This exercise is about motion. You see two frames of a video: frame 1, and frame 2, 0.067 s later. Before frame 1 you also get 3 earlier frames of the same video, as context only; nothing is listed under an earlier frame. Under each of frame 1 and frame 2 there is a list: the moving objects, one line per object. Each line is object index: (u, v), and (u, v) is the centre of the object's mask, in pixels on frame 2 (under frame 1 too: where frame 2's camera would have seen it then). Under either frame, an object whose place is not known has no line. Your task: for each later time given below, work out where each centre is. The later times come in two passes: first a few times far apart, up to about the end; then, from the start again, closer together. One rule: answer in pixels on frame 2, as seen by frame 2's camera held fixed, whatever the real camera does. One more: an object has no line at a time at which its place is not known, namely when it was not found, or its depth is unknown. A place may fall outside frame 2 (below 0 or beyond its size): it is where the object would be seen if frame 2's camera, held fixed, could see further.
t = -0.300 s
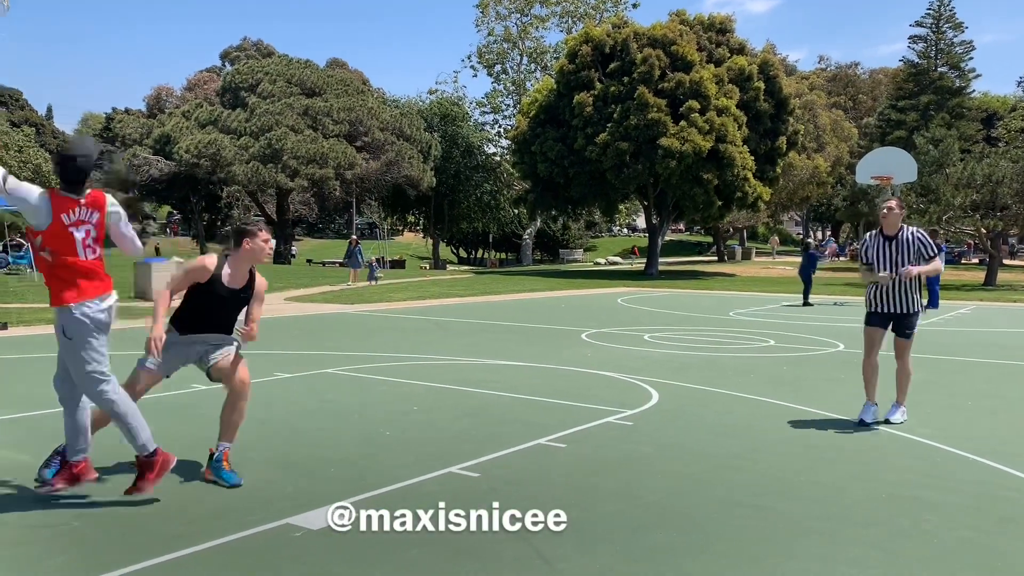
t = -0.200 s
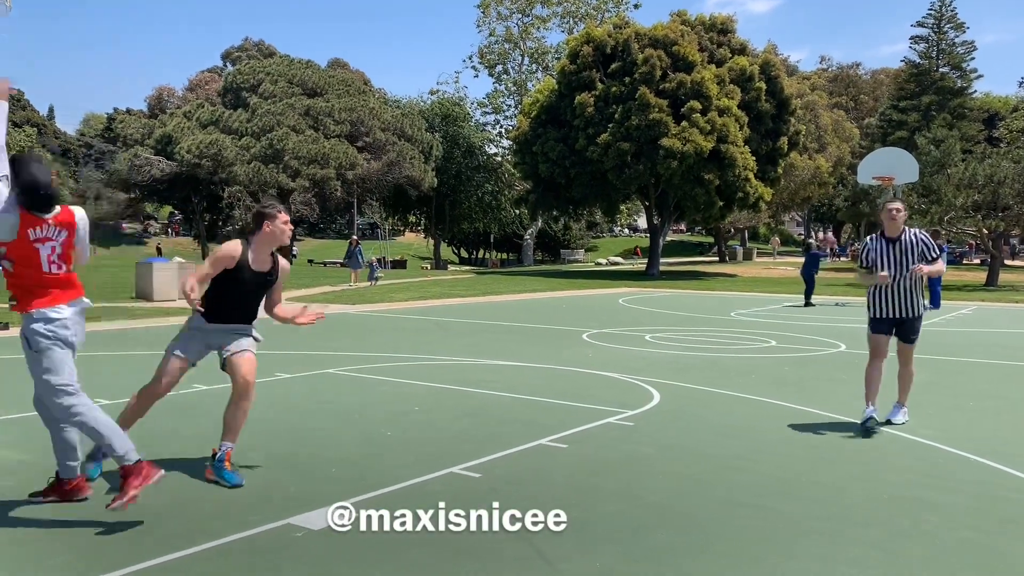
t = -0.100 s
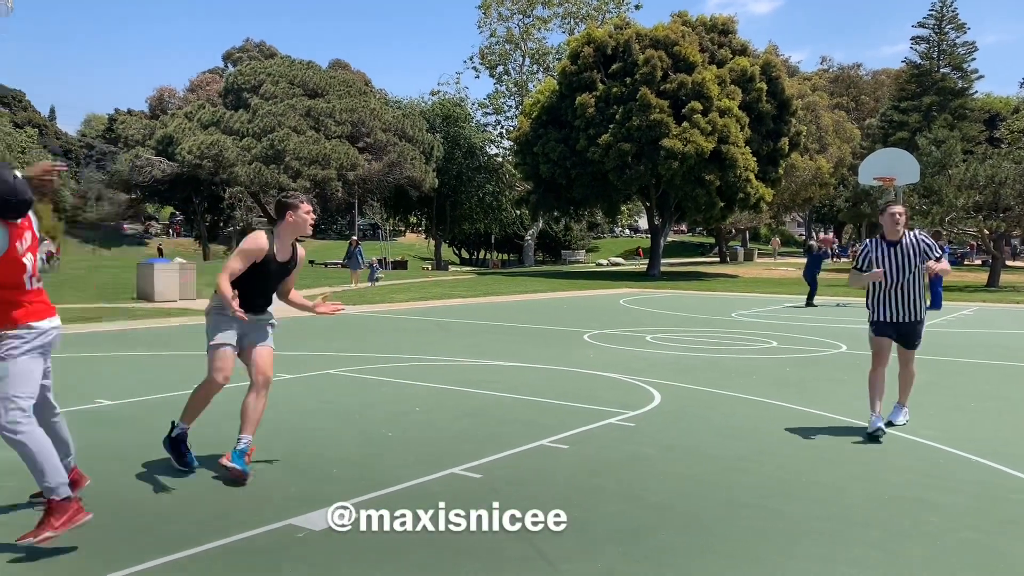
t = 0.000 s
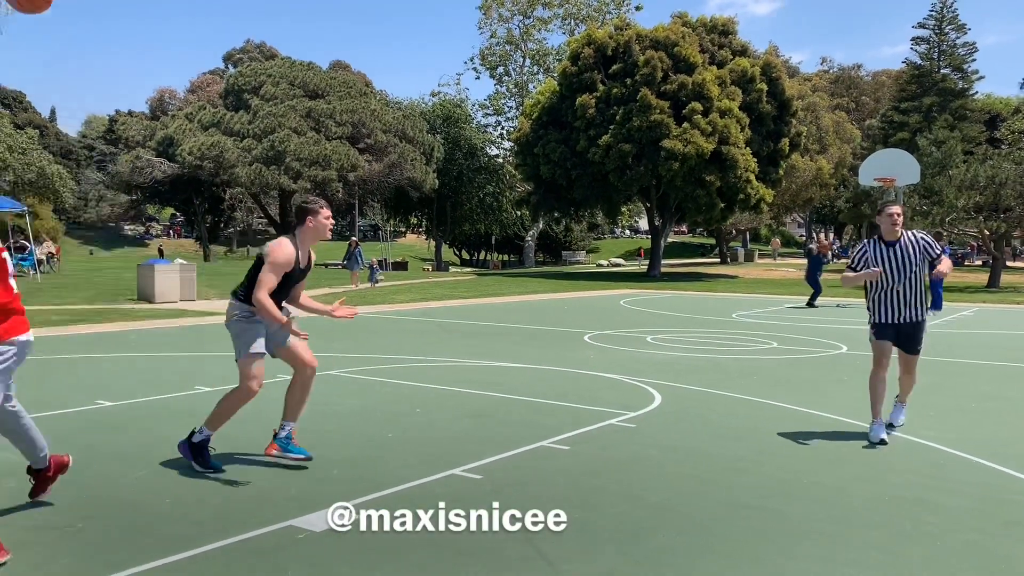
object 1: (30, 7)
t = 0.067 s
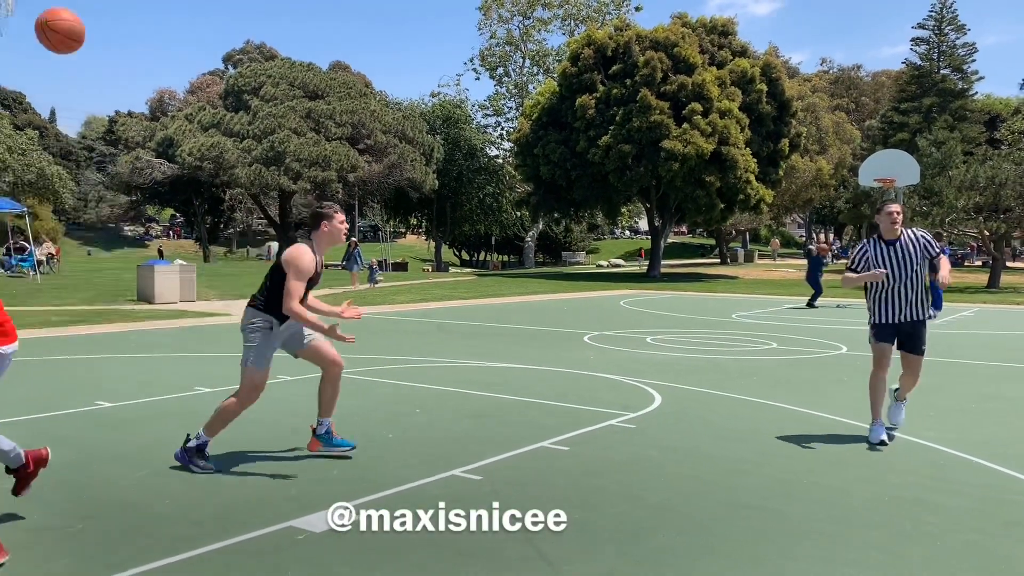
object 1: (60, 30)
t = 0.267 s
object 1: (145, 179)
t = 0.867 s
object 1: (280, 240)
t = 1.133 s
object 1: (309, 198)
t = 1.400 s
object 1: (344, 249)
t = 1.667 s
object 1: (365, 382)
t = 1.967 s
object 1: (399, 300)
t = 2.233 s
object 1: (426, 283)
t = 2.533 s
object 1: (453, 358)
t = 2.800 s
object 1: (476, 328)
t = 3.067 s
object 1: (498, 321)
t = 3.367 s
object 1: (519, 357)
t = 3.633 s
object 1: (538, 332)
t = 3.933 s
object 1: (556, 355)
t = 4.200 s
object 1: (573, 343)
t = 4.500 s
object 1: (590, 344)
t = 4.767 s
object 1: (604, 352)
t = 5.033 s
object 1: (617, 354)
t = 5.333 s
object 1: (631, 350)
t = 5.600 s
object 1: (644, 347)
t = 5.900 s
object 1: (657, 347)
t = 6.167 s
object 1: (669, 346)
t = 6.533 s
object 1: (684, 343)
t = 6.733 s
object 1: (692, 342)
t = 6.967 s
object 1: (701, 340)
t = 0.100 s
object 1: (75, 52)
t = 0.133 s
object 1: (90, 76)
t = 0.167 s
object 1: (105, 100)
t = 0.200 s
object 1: (119, 126)
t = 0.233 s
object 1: (132, 151)
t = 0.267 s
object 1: (145, 179)
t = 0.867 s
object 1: (280, 240)
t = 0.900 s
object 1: (284, 229)
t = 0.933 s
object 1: (288, 220)
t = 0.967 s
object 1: (292, 212)
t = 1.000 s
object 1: (296, 206)
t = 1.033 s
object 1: (301, 202)
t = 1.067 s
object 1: (304, 201)
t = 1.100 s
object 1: (307, 198)
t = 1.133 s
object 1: (309, 198)
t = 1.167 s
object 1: (312, 199)
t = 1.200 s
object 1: (322, 202)
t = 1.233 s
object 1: (324, 207)
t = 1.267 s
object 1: (329, 212)
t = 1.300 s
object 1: (333, 220)
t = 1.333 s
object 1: (336, 228)
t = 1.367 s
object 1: (340, 238)
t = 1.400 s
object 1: (344, 249)
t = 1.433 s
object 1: (348, 261)
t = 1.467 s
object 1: (348, 275)
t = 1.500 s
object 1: (351, 290)
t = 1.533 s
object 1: (353, 306)
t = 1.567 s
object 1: (356, 324)
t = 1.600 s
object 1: (359, 342)
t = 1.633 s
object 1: (362, 361)
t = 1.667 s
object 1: (365, 382)
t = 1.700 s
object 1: (368, 401)
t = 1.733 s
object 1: (372, 384)
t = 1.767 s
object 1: (376, 368)
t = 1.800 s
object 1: (379, 353)
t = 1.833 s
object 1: (384, 339)
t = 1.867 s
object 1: (387, 328)
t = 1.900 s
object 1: (391, 317)
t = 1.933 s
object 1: (394, 307)
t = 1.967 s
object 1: (399, 300)
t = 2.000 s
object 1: (402, 293)
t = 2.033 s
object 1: (406, 288)
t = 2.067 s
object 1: (409, 284)
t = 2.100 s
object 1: (412, 282)
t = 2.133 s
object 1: (416, 280)
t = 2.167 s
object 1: (419, 281)
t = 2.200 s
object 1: (423, 281)
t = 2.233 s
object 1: (426, 283)
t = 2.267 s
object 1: (431, 286)
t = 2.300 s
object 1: (433, 292)
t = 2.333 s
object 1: (435, 298)
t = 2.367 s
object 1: (439, 305)
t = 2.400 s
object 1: (442, 314)
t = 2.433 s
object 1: (445, 323)
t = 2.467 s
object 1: (447, 334)
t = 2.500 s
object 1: (450, 345)
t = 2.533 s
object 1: (453, 358)
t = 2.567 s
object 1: (455, 371)
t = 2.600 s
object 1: (458, 383)
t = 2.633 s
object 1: (461, 371)
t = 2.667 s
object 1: (464, 360)
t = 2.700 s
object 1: (467, 350)
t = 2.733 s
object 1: (470, 342)
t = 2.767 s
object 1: (473, 335)
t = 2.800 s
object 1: (476, 328)
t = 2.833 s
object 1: (479, 323)
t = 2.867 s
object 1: (482, 320)
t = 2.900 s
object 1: (485, 317)
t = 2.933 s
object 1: (488, 316)
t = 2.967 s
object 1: (490, 315)
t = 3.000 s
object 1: (493, 316)
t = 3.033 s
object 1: (495, 318)
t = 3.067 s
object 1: (498, 321)
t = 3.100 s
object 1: (501, 325)
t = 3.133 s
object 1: (503, 330)
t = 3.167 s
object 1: (505, 337)
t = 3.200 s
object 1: (508, 344)
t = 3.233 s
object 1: (510, 352)
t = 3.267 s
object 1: (512, 362)
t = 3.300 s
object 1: (514, 372)
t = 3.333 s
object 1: (517, 366)
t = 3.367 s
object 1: (519, 357)
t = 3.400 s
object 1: (522, 350)
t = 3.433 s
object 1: (524, 345)
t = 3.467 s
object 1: (527, 340)
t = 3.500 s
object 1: (529, 336)
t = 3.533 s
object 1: (531, 333)
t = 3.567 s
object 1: (533, 332)
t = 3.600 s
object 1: (535, 331)
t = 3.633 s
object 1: (538, 332)
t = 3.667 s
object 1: (540, 333)
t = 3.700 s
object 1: (542, 336)
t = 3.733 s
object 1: (544, 339)
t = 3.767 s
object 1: (546, 344)
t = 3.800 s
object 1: (548, 350)
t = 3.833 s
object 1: (549, 356)
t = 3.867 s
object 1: (551, 364)
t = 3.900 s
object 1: (554, 361)
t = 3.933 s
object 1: (556, 355)
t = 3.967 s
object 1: (558, 350)
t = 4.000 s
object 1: (560, 346)
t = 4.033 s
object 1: (563, 343)
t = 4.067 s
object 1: (565, 340)
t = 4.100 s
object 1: (567, 340)
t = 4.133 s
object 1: (569, 340)
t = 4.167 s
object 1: (571, 340)
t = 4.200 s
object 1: (573, 343)
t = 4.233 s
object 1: (575, 346)
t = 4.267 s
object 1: (577, 349)
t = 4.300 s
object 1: (579, 354)
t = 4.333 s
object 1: (580, 360)
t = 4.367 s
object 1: (582, 357)
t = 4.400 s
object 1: (584, 352)
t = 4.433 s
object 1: (586, 349)
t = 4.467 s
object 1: (588, 346)
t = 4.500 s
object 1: (590, 344)
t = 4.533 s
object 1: (592, 343)
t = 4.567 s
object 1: (593, 344)
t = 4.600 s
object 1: (595, 345)
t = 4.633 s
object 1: (597, 347)
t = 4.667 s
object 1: (599, 350)
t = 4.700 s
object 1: (600, 354)
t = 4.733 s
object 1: (602, 357)
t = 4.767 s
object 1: (604, 352)
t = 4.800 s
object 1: (605, 349)
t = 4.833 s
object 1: (607, 347)
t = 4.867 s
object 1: (609, 346)
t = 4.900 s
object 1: (611, 346)
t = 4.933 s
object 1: (612, 346)
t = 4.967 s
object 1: (614, 348)
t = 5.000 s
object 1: (615, 350)
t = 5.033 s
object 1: (617, 354)
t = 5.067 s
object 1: (619, 352)
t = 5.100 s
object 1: (620, 349)
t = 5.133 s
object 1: (622, 347)
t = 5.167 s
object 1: (624, 346)
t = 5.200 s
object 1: (625, 346)
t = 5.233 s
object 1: (627, 347)
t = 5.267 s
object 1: (628, 349)
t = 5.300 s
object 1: (630, 352)
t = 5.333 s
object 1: (631, 350)
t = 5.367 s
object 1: (633, 348)
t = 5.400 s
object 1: (634, 347)
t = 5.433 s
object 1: (636, 347)
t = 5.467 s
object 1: (638, 348)
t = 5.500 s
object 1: (639, 349)
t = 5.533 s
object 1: (641, 349)
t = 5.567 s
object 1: (642, 348)
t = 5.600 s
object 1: (644, 347)
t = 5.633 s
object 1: (645, 347)
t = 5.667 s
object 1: (647, 348)
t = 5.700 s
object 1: (648, 349)
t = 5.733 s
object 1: (650, 347)
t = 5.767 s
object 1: (651, 347)
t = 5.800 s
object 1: (653, 347)
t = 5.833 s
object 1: (654, 348)
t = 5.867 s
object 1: (656, 347)
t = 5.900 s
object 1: (657, 347)
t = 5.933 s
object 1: (659, 347)
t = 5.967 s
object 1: (660, 347)
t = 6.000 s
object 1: (662, 347)
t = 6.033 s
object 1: (663, 346)
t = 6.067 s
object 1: (664, 346)
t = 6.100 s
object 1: (666, 346)
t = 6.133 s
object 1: (667, 346)
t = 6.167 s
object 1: (669, 346)
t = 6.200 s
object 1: (670, 345)
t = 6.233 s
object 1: (671, 345)
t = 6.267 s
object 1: (673, 345)
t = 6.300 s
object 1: (674, 345)
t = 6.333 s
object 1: (676, 345)
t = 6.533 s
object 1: (684, 343)
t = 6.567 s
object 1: (685, 343)
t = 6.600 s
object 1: (687, 343)
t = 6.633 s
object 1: (688, 343)
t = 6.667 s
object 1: (690, 342)
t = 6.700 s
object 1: (691, 342)
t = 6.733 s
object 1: (692, 342)
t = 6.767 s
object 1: (693, 342)
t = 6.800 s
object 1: (695, 342)
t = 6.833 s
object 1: (696, 342)
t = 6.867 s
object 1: (697, 341)
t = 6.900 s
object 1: (699, 341)
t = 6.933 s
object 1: (700, 341)
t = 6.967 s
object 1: (701, 340)
